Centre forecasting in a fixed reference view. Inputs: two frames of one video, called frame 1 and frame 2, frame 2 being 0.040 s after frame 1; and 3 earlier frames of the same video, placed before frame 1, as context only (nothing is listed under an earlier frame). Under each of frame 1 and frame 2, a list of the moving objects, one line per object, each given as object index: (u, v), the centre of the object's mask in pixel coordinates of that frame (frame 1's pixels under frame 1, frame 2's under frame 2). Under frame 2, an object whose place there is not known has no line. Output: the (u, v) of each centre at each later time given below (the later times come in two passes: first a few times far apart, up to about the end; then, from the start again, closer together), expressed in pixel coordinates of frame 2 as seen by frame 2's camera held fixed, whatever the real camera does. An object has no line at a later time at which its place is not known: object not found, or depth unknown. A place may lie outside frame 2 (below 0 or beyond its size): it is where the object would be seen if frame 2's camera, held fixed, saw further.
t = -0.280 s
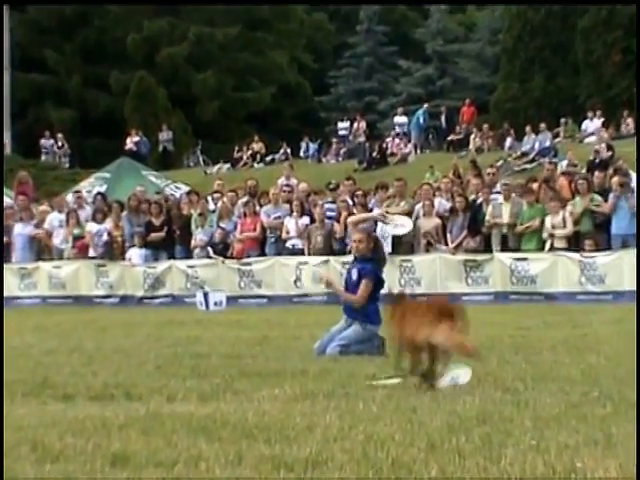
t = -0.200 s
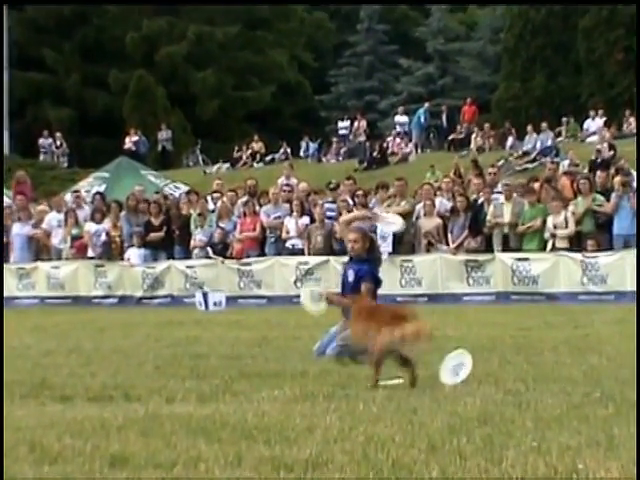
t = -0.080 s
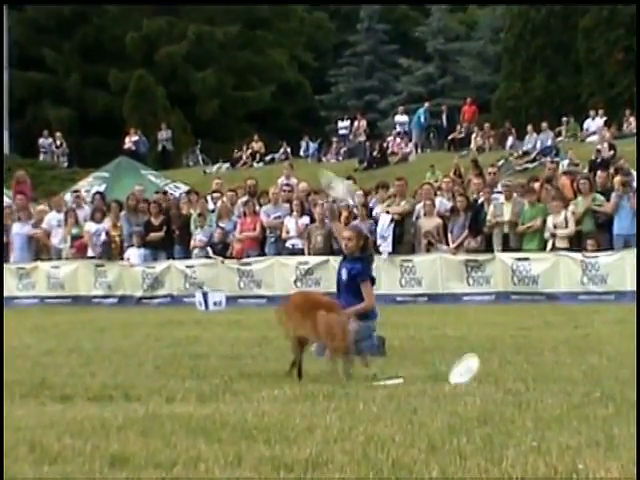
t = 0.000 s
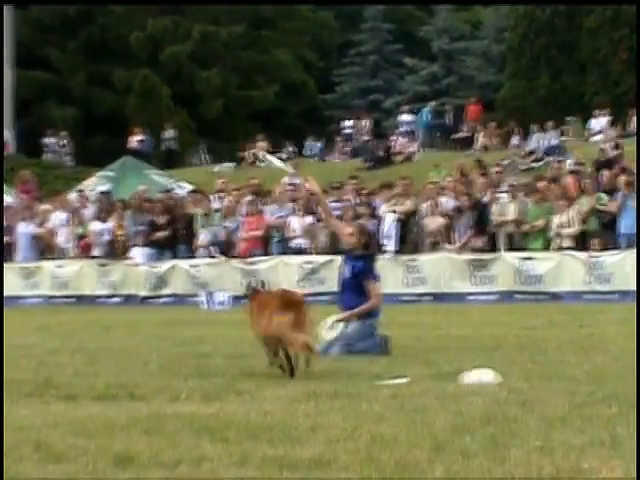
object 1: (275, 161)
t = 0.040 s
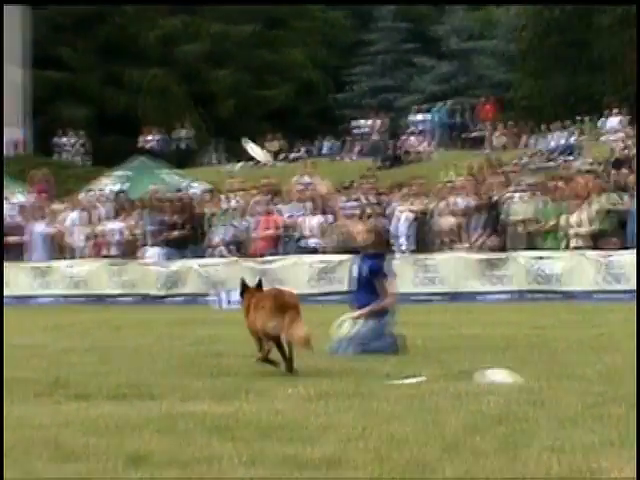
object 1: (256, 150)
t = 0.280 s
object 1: (94, 109)
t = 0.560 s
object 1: (-46, 105)
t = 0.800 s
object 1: (-152, 125)
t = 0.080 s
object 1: (226, 142)
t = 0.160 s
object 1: (167, 125)
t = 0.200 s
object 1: (142, 119)
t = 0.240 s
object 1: (118, 115)
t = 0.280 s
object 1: (94, 109)
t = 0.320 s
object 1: (75, 107)
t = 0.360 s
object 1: (51, 105)
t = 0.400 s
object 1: (31, 104)
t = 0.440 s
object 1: (12, 104)
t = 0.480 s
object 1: (-8, 104)
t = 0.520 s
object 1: (-28, 105)
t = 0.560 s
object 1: (-46, 105)
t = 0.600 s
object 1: (-65, 107)
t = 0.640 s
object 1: (-83, 111)
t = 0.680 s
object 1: (-101, 113)
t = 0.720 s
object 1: (-118, 117)
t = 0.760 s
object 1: (-135, 122)
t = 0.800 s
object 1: (-152, 125)
